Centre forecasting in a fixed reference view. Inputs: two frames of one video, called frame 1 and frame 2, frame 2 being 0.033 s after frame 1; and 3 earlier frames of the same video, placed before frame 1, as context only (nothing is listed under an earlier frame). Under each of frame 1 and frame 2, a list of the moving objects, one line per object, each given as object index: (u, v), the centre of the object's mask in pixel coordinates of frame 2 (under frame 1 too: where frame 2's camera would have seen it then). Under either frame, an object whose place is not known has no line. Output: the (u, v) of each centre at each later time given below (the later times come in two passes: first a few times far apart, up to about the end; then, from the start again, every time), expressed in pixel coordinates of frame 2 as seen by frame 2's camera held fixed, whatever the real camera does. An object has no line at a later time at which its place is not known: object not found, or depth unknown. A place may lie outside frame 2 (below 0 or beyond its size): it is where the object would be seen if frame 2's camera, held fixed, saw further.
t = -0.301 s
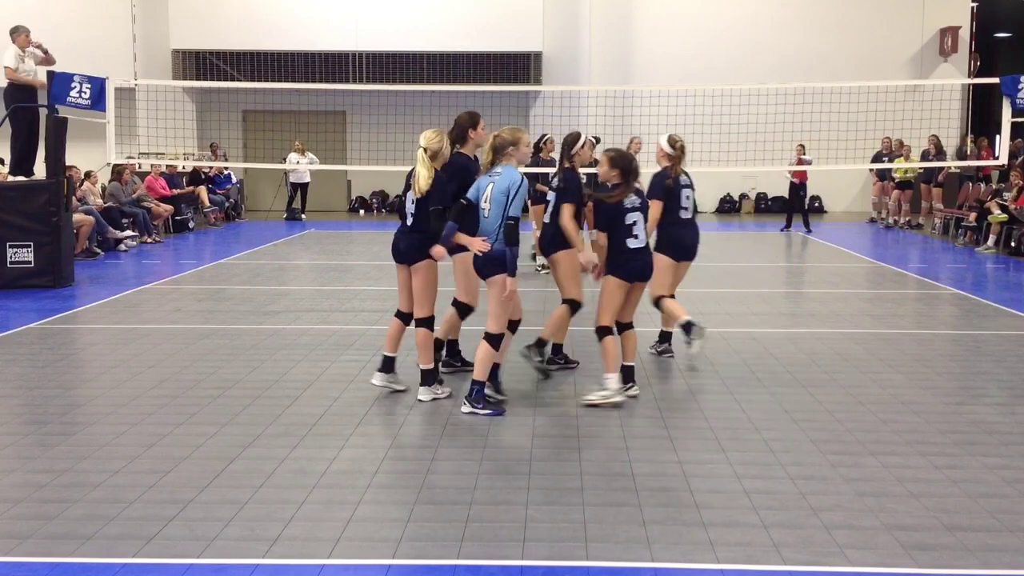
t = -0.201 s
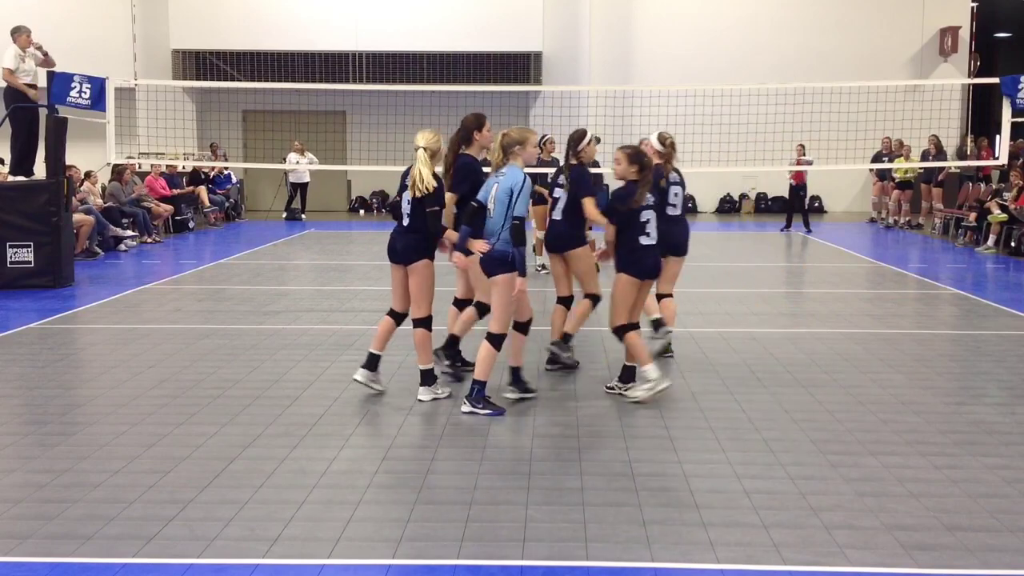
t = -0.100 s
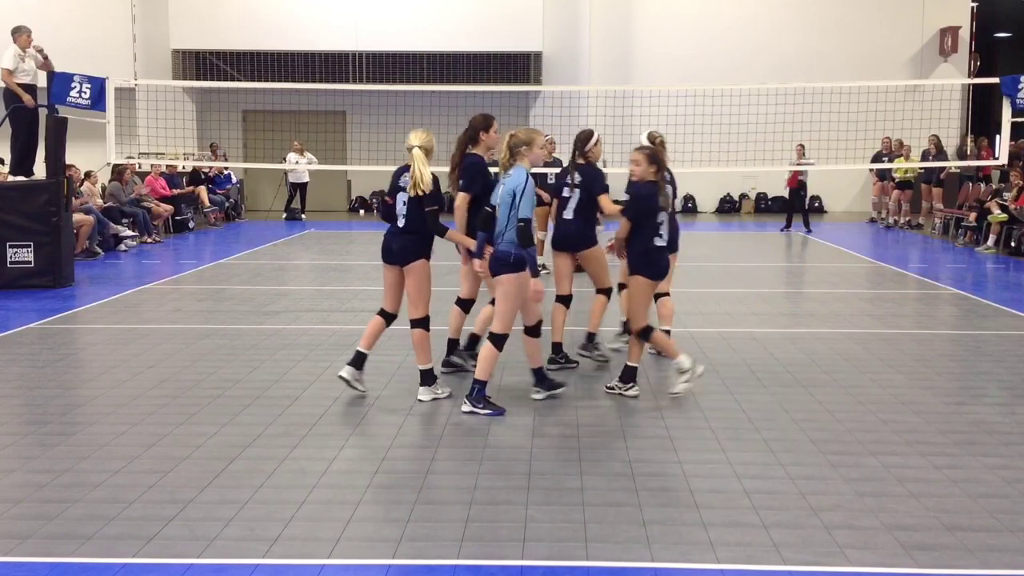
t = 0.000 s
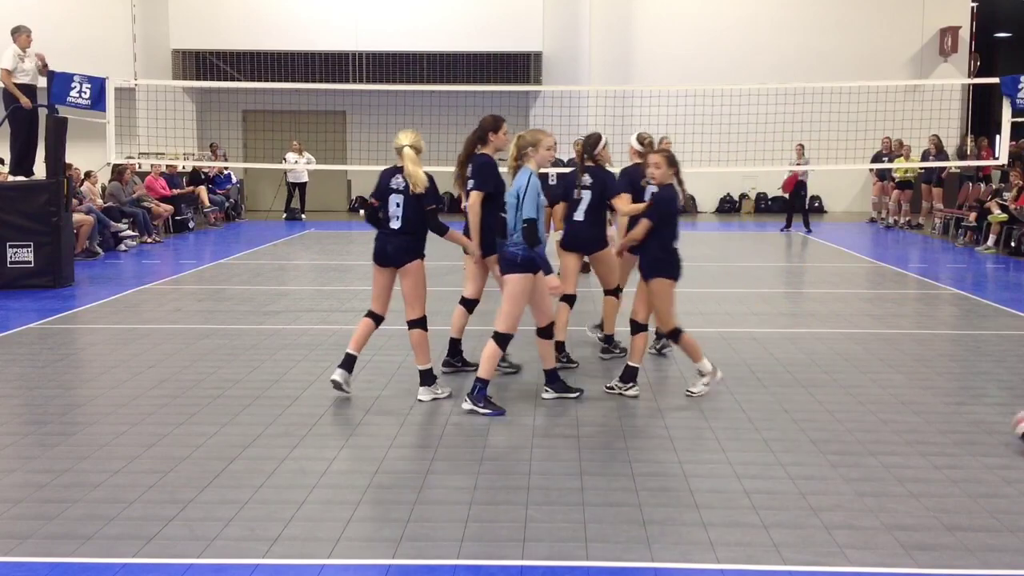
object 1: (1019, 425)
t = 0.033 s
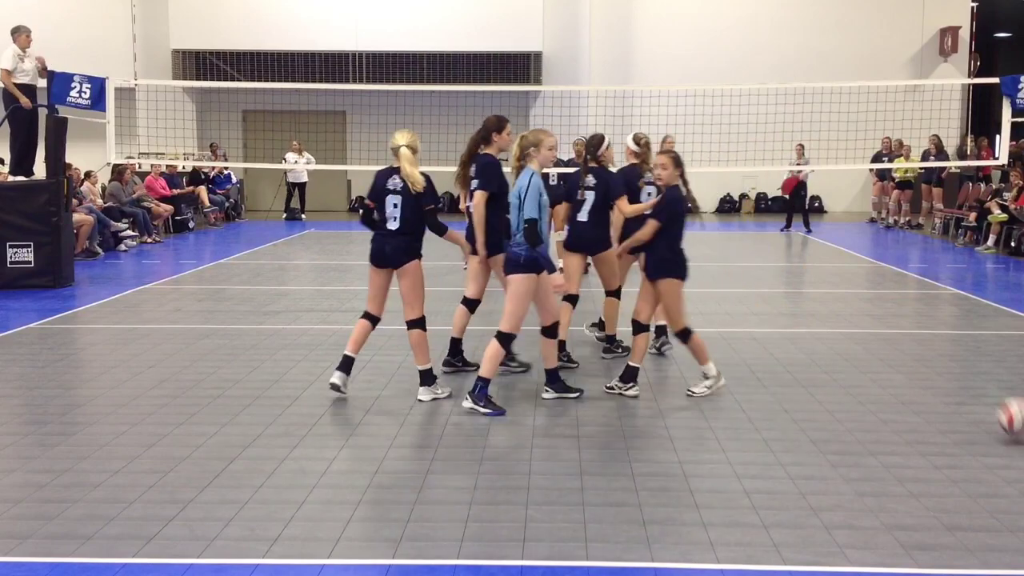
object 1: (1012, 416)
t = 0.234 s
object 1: (935, 360)
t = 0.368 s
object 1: (890, 353)
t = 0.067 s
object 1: (1004, 402)
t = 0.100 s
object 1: (989, 389)
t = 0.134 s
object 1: (975, 378)
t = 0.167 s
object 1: (962, 371)
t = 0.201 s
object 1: (948, 364)
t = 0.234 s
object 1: (935, 360)
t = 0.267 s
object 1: (924, 358)
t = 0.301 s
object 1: (912, 359)
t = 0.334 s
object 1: (901, 360)
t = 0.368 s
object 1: (890, 353)
